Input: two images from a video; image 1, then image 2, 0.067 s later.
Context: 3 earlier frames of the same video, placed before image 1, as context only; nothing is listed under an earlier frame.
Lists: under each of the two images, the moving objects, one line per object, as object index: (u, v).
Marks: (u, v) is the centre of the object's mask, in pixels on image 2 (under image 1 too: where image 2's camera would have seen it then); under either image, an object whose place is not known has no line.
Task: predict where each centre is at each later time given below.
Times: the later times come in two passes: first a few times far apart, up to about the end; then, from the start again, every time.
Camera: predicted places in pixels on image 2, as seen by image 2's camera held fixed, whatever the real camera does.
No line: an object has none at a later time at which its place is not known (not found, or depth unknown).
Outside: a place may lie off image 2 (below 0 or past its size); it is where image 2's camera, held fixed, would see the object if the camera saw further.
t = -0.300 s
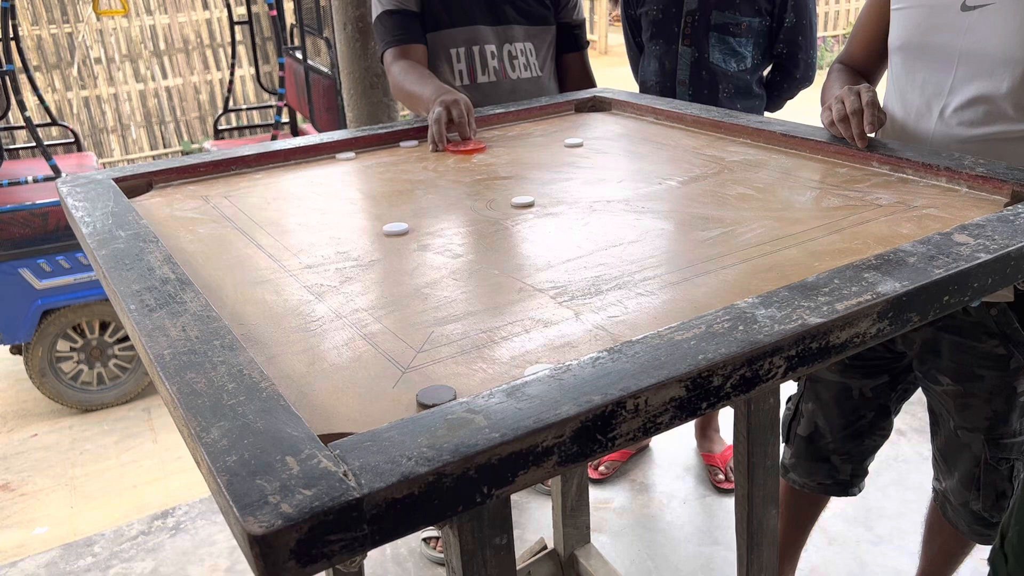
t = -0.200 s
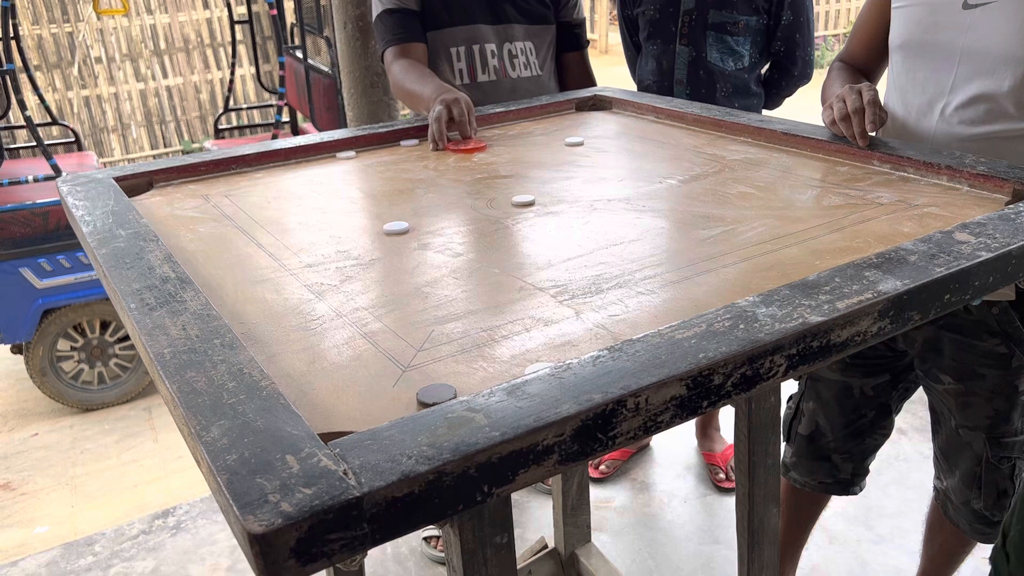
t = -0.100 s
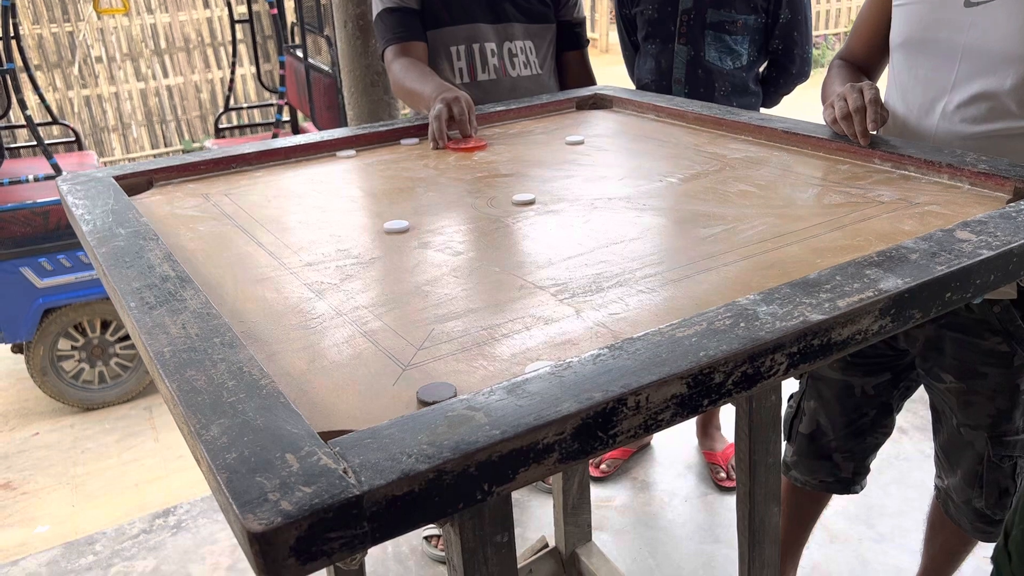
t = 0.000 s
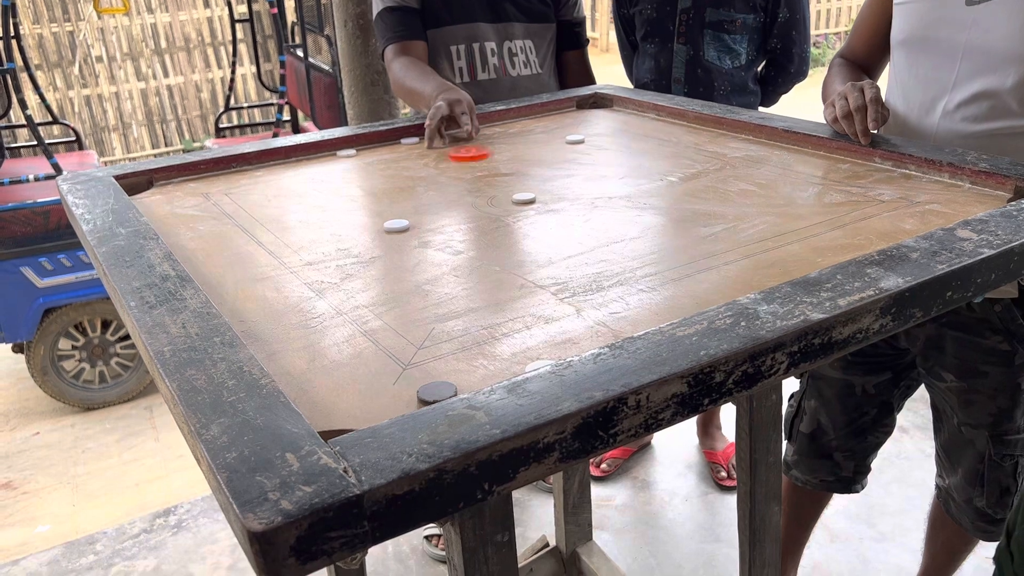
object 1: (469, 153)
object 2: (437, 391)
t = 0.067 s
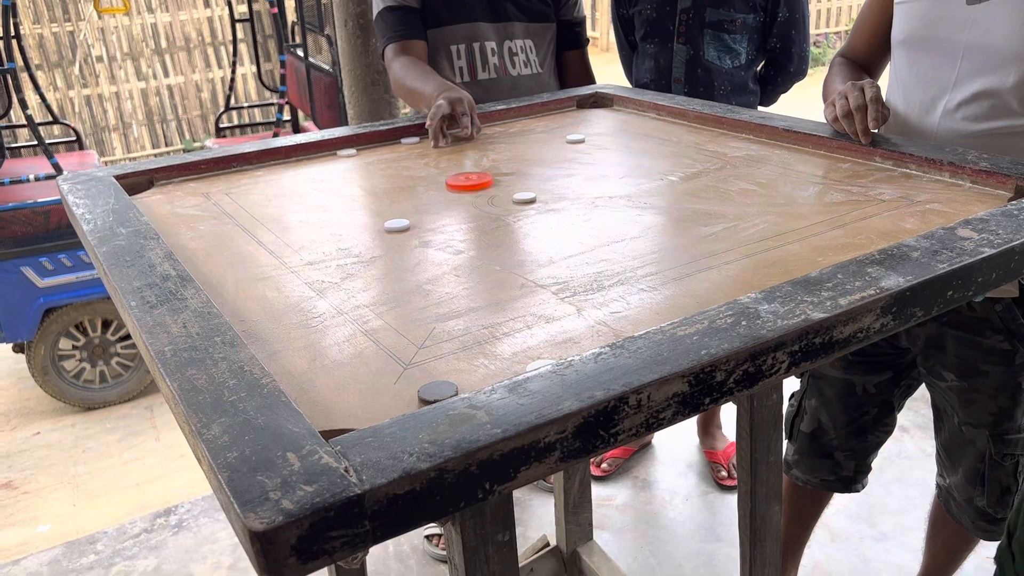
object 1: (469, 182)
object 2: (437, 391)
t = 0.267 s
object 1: (468, 307)
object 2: (437, 392)
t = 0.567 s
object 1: (368, 337)
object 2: (223, 294)
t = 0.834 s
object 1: (331, 309)
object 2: (193, 205)
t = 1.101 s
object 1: (330, 307)
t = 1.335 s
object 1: (330, 307)
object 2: (273, 190)
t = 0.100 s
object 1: (469, 198)
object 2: (437, 392)
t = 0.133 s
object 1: (469, 215)
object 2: (437, 392)
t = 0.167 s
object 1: (469, 235)
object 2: (437, 391)
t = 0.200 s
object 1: (468, 256)
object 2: (437, 392)
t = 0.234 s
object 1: (468, 280)
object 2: (437, 392)
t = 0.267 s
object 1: (468, 307)
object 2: (437, 392)
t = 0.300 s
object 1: (466, 338)
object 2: (437, 392)
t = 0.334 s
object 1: (466, 370)
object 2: (426, 399)
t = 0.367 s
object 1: (454, 382)
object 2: (353, 416)
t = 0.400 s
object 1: (433, 377)
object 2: (334, 394)
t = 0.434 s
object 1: (411, 367)
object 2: (345, 366)
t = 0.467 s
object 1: (398, 358)
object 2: (308, 344)
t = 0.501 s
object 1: (387, 350)
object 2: (275, 326)
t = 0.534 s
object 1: (377, 344)
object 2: (246, 309)
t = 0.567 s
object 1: (368, 337)
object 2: (223, 294)
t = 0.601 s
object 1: (359, 332)
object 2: (210, 279)
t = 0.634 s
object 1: (353, 327)
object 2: (205, 265)
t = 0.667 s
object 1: (346, 323)
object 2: (202, 252)
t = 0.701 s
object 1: (342, 319)
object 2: (200, 241)
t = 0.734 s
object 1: (338, 316)
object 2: (197, 231)
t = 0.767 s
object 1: (335, 313)
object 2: (196, 222)
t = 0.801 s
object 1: (333, 311)
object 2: (194, 213)
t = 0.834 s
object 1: (331, 309)
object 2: (193, 205)
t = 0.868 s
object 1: (330, 308)
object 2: (192, 198)
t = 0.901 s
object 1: (330, 307)
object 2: (191, 192)
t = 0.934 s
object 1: (330, 307)
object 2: (190, 186)
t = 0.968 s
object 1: (330, 307)
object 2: (190, 180)
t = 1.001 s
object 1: (330, 307)
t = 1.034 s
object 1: (330, 307)
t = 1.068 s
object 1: (330, 307)
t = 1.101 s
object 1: (330, 307)
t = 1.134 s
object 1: (330, 307)
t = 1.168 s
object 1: (330, 307)
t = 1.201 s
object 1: (330, 307)
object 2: (251, 186)
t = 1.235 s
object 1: (330, 307)
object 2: (258, 188)
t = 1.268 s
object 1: (330, 307)
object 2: (264, 188)
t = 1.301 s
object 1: (330, 307)
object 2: (269, 189)
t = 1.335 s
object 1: (330, 307)
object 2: (273, 190)
